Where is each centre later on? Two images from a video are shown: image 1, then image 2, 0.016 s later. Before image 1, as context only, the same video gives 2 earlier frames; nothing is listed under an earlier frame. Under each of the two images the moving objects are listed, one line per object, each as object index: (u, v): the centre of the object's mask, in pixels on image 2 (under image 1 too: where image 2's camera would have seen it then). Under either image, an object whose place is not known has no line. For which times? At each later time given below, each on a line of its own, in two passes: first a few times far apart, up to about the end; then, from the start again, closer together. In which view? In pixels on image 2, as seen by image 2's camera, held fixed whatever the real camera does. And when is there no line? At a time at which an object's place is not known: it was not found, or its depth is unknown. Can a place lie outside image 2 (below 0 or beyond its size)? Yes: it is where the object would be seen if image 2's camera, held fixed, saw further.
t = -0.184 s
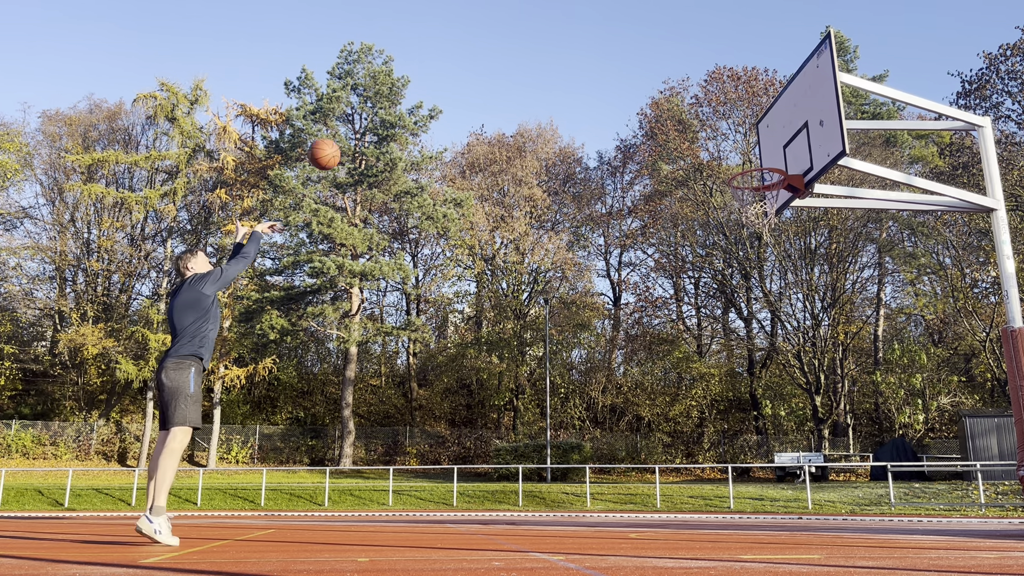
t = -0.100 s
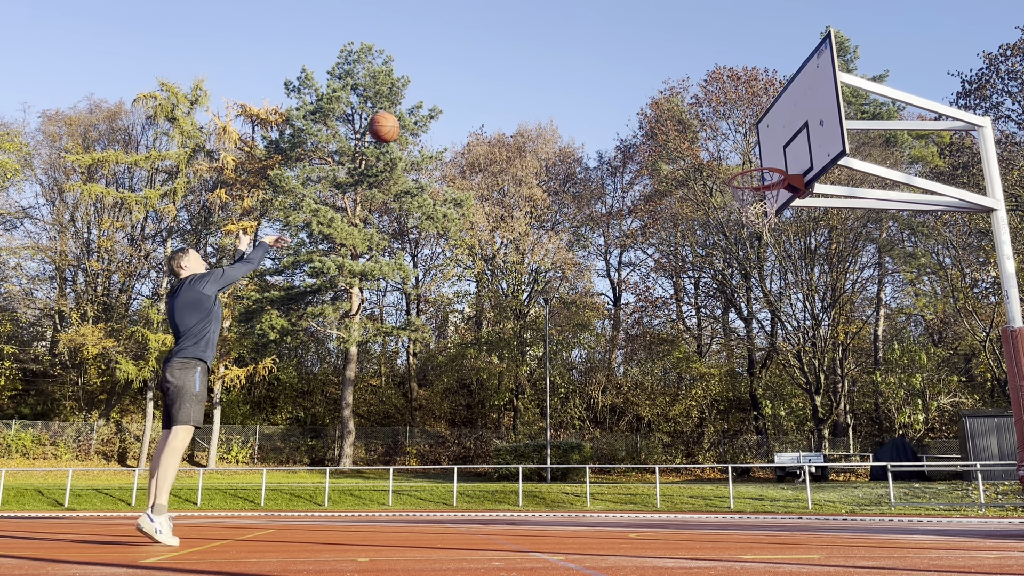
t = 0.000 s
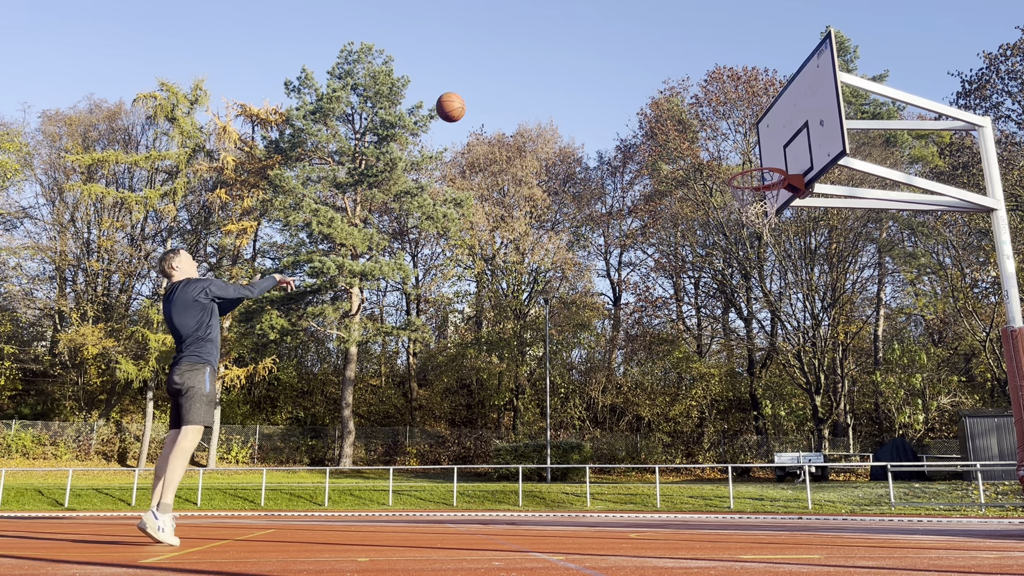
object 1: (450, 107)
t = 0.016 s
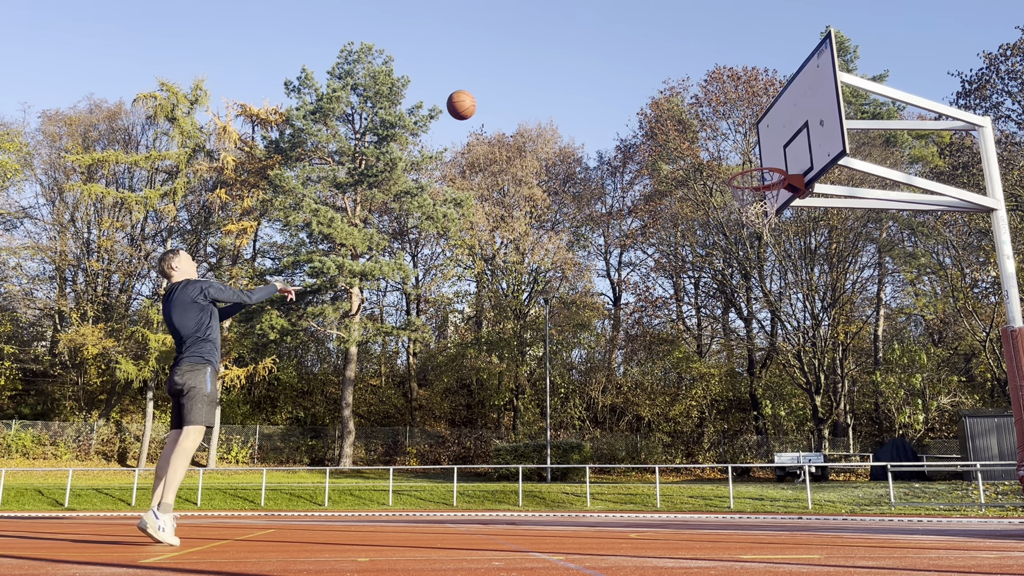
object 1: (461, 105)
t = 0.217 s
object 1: (583, 103)
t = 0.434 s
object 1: (705, 150)
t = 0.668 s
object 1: (745, 120)
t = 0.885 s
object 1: (765, 113)
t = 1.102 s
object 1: (788, 155)
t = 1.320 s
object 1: (768, 156)
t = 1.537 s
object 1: (735, 204)
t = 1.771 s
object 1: (700, 326)
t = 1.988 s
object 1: (667, 522)
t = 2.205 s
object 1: (645, 401)
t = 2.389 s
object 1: (625, 346)
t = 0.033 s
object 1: (472, 103)
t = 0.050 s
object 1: (482, 102)
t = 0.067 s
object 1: (493, 100)
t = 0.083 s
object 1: (503, 100)
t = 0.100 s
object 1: (513, 99)
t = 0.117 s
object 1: (523, 99)
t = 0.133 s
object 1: (533, 99)
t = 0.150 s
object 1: (543, 99)
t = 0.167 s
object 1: (553, 100)
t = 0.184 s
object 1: (563, 101)
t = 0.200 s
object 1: (573, 102)
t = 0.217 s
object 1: (583, 103)
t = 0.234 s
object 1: (593, 105)
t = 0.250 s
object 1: (602, 108)
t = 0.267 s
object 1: (612, 110)
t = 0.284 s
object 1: (621, 113)
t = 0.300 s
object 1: (631, 116)
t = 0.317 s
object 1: (640, 119)
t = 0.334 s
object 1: (650, 123)
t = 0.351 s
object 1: (659, 127)
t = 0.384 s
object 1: (678, 135)
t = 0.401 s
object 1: (687, 140)
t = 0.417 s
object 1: (696, 145)
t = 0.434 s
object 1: (705, 150)
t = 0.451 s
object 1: (714, 155)
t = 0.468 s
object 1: (724, 161)
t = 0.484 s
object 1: (730, 164)
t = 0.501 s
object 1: (731, 159)
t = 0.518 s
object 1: (733, 154)
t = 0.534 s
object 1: (734, 149)
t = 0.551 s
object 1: (735, 144)
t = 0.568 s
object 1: (737, 140)
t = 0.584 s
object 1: (738, 136)
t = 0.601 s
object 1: (739, 132)
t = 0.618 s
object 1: (741, 129)
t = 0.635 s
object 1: (742, 125)
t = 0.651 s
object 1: (743, 123)
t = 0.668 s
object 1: (745, 120)
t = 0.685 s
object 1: (746, 117)
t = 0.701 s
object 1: (748, 116)
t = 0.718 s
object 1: (749, 114)
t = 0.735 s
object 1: (751, 113)
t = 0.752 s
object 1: (752, 111)
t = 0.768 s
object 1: (754, 111)
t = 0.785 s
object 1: (755, 110)
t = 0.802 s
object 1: (757, 110)
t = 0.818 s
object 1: (758, 110)
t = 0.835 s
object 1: (760, 110)
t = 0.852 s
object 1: (761, 111)
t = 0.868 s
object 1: (763, 112)
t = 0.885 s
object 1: (765, 113)
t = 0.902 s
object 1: (767, 115)
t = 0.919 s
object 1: (768, 116)
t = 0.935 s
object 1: (770, 118)
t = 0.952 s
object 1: (771, 121)
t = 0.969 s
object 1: (773, 123)
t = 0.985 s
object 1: (775, 126)
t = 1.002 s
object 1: (777, 129)
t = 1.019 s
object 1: (779, 133)
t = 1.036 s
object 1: (781, 137)
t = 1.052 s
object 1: (782, 141)
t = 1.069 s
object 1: (784, 146)
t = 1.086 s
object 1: (786, 150)
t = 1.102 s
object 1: (788, 155)
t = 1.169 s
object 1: (791, 154)
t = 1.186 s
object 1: (788, 153)
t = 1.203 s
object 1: (786, 153)
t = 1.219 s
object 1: (783, 152)
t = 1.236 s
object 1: (781, 152)
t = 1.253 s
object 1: (778, 152)
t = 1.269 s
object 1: (775, 153)
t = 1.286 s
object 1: (773, 153)
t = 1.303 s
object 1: (770, 154)
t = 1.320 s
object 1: (768, 156)
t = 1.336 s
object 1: (765, 157)
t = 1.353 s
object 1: (762, 159)
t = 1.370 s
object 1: (760, 161)
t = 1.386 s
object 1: (757, 164)
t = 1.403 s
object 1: (755, 168)
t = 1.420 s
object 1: (753, 171)
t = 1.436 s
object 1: (750, 174)
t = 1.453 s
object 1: (747, 179)
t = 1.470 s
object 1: (745, 183)
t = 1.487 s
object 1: (743, 188)
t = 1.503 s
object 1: (740, 192)
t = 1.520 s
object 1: (738, 198)
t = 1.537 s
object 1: (735, 204)
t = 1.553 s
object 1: (732, 210)
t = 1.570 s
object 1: (730, 217)
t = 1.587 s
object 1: (727, 224)
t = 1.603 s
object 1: (725, 230)
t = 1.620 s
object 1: (722, 238)
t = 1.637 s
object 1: (720, 246)
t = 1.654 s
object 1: (717, 255)
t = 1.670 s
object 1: (715, 264)
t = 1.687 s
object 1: (712, 273)
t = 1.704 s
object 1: (710, 283)
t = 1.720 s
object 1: (707, 293)
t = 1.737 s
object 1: (705, 303)
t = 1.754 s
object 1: (702, 314)
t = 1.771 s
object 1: (700, 326)
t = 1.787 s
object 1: (698, 338)
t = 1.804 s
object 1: (695, 350)
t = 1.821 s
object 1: (693, 363)
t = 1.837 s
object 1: (690, 376)
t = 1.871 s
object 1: (685, 405)
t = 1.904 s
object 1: (679, 435)
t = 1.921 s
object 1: (678, 452)
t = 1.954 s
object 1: (673, 486)
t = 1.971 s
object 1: (670, 503)
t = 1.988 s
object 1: (667, 522)
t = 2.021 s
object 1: (663, 506)
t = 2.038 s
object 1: (662, 494)
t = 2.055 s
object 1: (660, 483)
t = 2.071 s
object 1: (658, 472)
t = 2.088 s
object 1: (656, 462)
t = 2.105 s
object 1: (654, 452)
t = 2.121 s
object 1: (652, 443)
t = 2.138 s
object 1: (650, 434)
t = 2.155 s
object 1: (648, 425)
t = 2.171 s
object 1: (650, 416)
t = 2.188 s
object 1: (647, 408)
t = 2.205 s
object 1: (645, 401)
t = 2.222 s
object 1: (641, 394)
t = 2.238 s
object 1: (640, 388)
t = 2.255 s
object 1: (638, 382)
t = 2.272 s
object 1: (636, 376)
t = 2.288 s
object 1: (635, 371)
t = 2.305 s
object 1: (633, 366)
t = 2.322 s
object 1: (631, 361)
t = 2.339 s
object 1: (630, 357)
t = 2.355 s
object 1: (628, 353)
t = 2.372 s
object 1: (627, 350)
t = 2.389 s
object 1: (625, 346)
